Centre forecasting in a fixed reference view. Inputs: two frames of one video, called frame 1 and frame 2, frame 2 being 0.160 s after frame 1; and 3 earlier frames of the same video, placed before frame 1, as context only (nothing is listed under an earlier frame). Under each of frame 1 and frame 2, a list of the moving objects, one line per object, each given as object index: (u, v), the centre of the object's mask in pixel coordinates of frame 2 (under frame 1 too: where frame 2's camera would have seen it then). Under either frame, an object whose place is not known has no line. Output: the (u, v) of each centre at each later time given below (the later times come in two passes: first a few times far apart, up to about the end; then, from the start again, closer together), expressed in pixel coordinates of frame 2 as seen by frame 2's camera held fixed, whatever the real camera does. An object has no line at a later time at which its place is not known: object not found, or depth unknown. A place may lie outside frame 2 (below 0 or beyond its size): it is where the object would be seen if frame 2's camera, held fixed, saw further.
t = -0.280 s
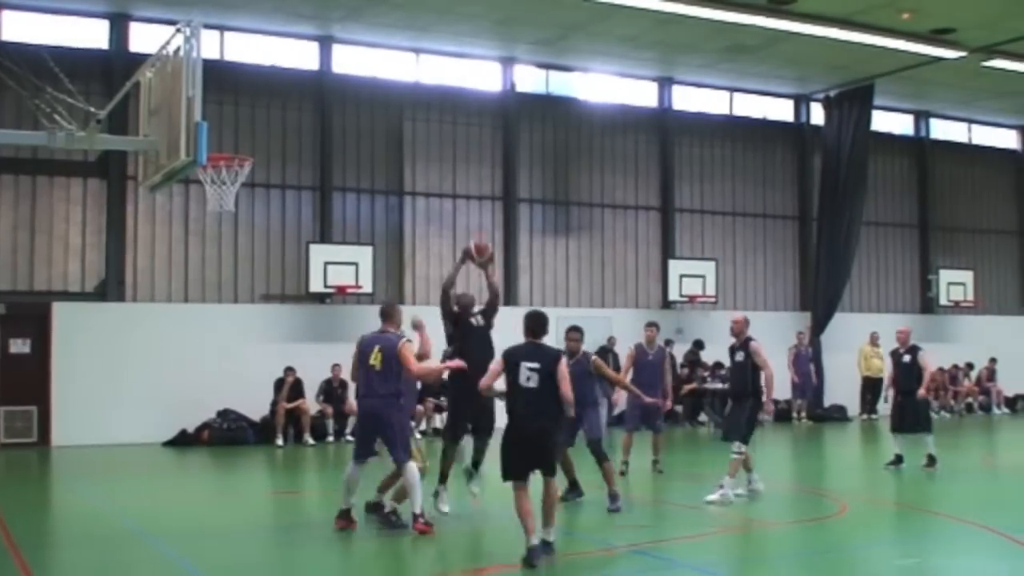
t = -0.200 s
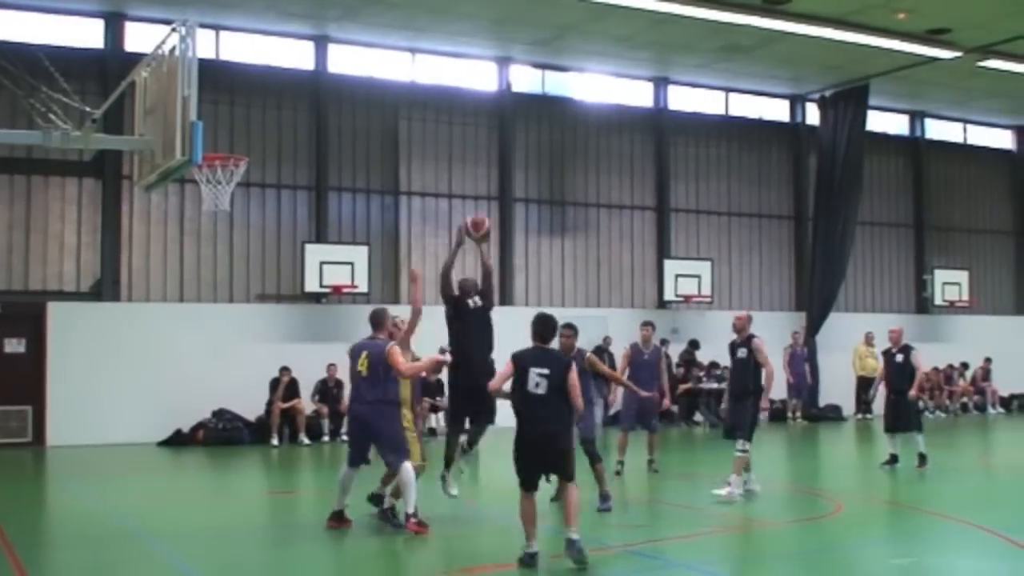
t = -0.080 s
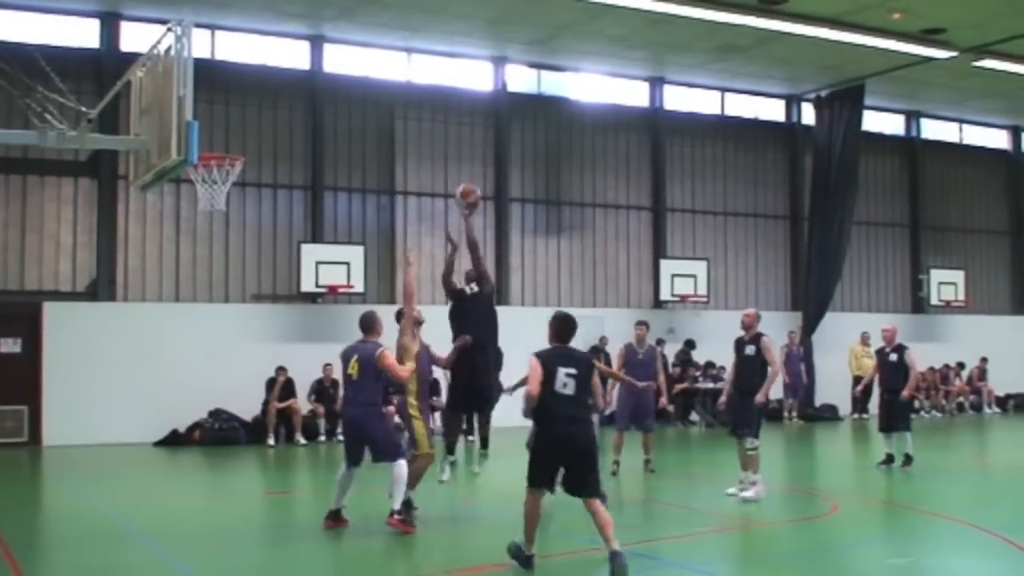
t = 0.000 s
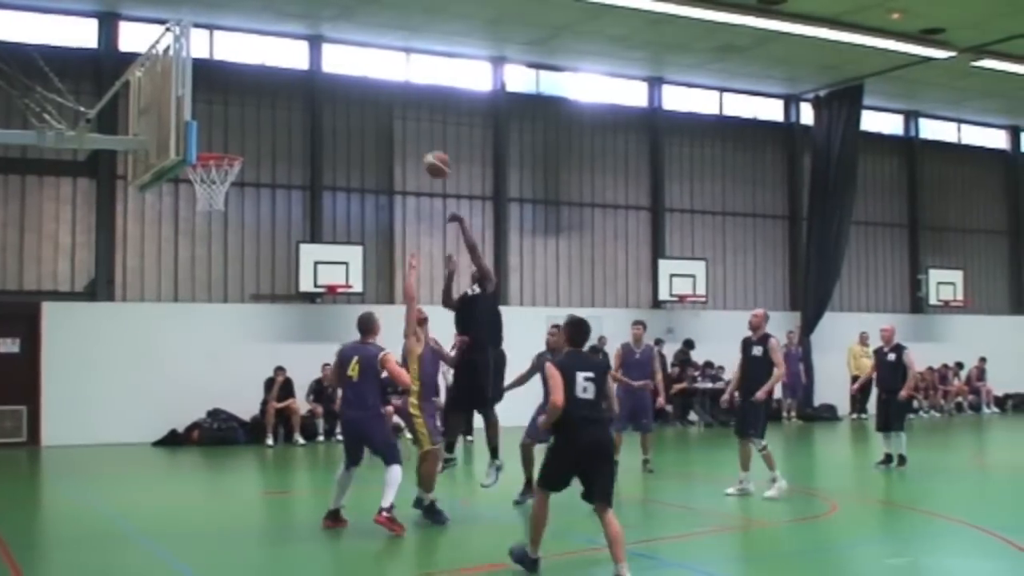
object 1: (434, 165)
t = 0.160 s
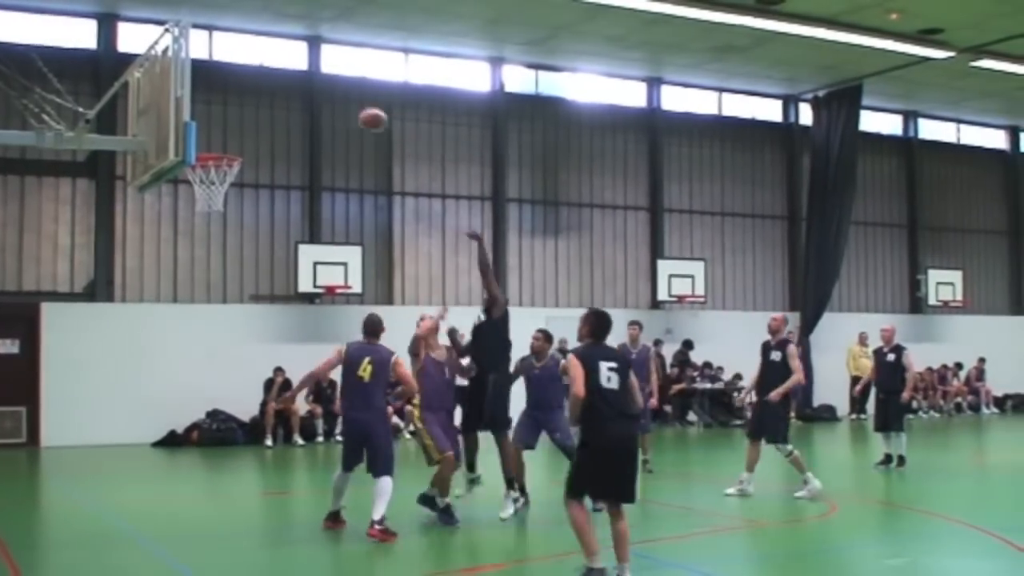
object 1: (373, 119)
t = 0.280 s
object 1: (324, 103)
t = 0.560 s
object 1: (204, 127)
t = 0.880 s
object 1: (211, 124)
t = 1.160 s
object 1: (236, 138)
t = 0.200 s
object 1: (357, 112)
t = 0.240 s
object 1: (341, 107)
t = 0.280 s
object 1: (324, 103)
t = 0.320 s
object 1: (307, 101)
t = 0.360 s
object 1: (290, 100)
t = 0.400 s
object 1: (272, 102)
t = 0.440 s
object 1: (256, 107)
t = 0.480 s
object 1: (237, 112)
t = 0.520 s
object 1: (219, 119)
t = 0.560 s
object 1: (204, 127)
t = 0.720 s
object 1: (199, 125)
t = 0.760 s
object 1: (200, 123)
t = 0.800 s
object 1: (203, 122)
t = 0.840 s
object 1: (207, 123)
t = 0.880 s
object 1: (211, 124)
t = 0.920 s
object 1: (215, 128)
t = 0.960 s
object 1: (220, 133)
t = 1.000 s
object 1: (226, 141)
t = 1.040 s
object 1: (231, 146)
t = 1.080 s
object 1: (232, 142)
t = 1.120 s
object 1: (233, 140)
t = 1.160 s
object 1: (236, 138)
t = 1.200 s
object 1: (237, 138)
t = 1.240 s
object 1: (239, 140)
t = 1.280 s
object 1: (242, 145)
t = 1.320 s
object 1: (245, 148)
